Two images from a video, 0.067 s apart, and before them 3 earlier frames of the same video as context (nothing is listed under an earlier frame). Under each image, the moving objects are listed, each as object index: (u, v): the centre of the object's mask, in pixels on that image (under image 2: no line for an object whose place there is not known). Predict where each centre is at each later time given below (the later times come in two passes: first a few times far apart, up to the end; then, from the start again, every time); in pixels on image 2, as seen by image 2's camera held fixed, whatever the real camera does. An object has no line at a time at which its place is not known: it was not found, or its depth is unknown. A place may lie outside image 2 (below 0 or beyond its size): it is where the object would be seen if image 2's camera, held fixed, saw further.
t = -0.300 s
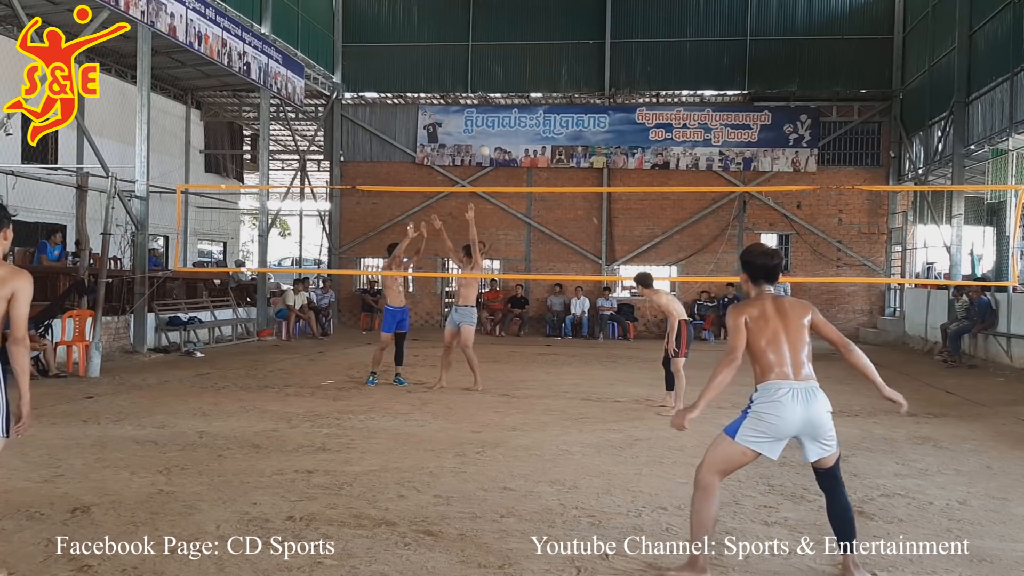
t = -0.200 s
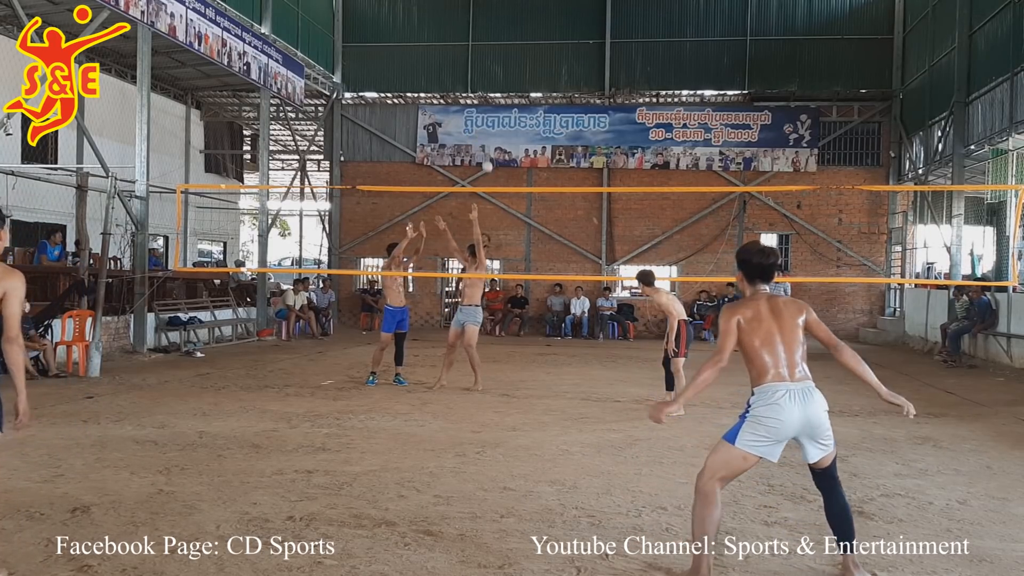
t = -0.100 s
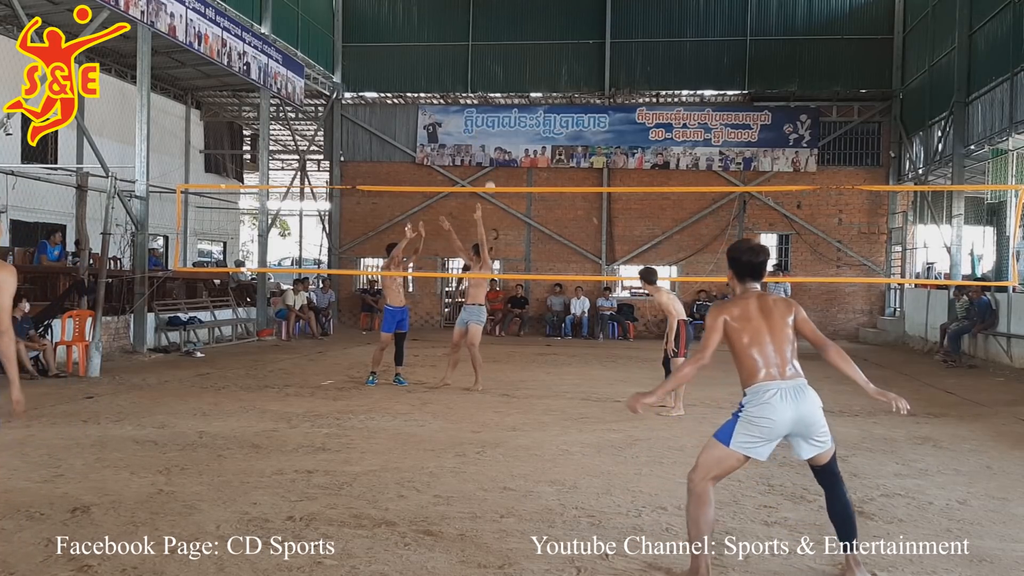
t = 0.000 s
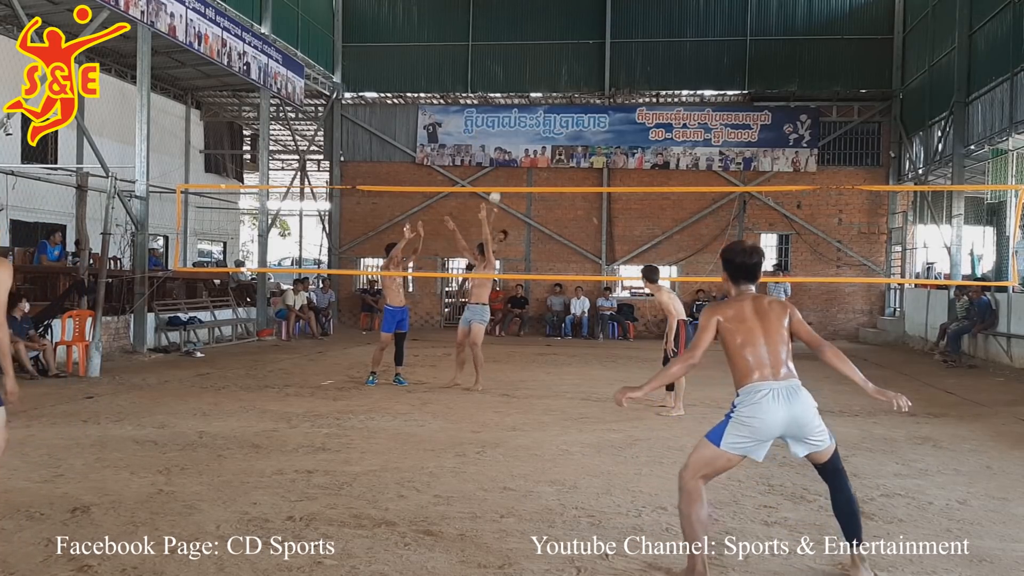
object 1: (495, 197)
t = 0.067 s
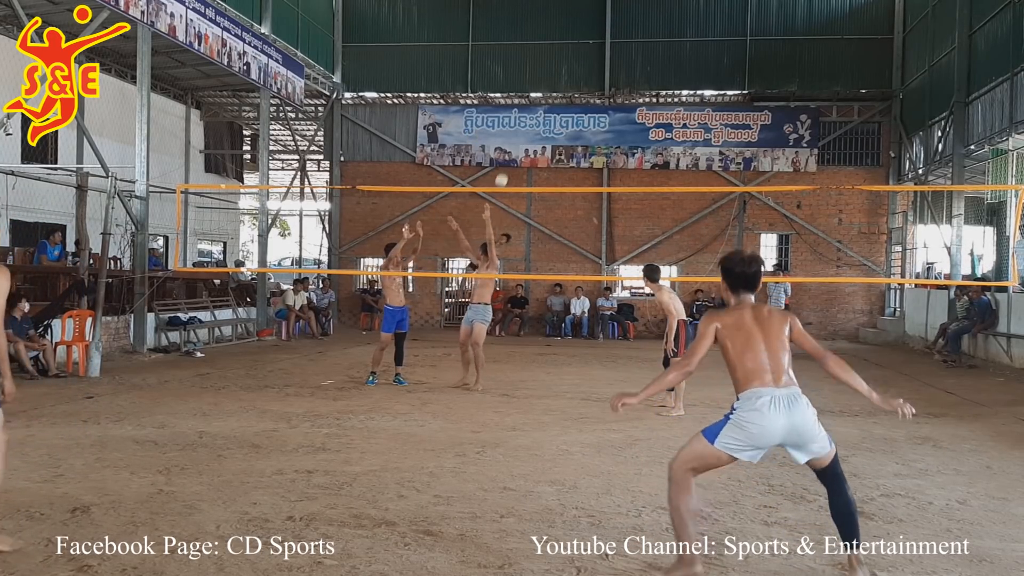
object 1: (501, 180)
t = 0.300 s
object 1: (536, 144)
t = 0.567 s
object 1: (618, 199)
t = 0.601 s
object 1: (636, 224)
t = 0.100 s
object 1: (505, 173)
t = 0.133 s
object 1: (509, 167)
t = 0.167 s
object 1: (513, 161)
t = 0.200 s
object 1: (518, 155)
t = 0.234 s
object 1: (523, 150)
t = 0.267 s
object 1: (529, 146)
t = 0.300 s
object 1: (536, 144)
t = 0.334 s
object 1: (542, 143)
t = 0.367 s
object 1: (549, 143)
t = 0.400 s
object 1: (557, 145)
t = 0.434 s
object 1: (566, 149)
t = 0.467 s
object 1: (577, 156)
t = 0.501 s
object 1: (588, 166)
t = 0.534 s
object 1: (602, 180)
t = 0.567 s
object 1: (618, 199)
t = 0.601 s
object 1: (636, 224)
